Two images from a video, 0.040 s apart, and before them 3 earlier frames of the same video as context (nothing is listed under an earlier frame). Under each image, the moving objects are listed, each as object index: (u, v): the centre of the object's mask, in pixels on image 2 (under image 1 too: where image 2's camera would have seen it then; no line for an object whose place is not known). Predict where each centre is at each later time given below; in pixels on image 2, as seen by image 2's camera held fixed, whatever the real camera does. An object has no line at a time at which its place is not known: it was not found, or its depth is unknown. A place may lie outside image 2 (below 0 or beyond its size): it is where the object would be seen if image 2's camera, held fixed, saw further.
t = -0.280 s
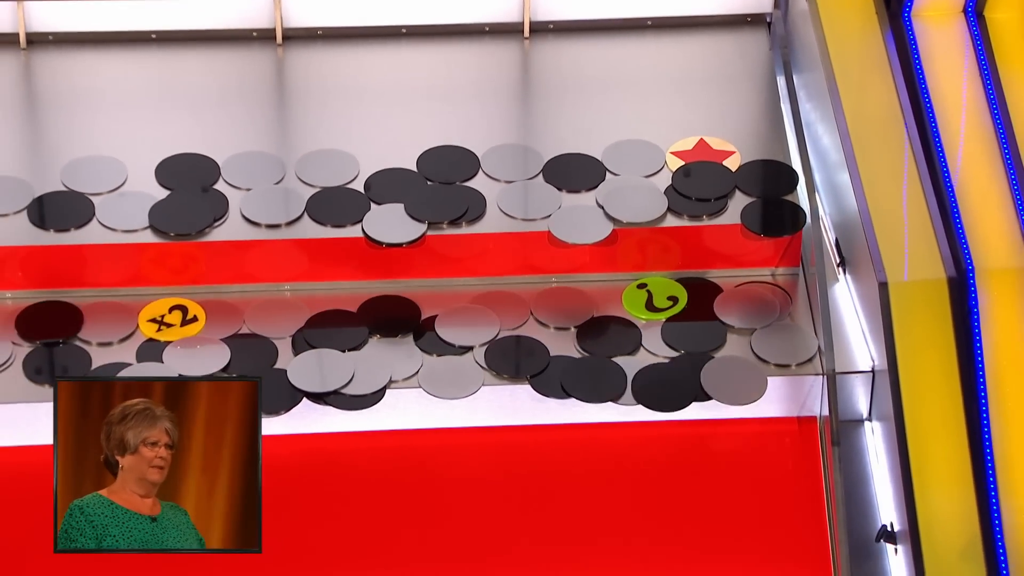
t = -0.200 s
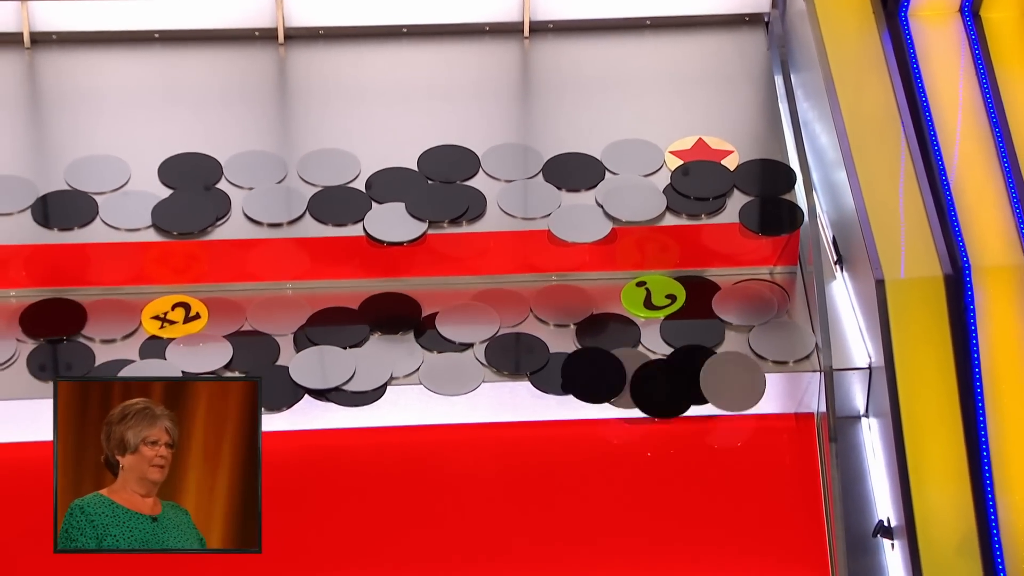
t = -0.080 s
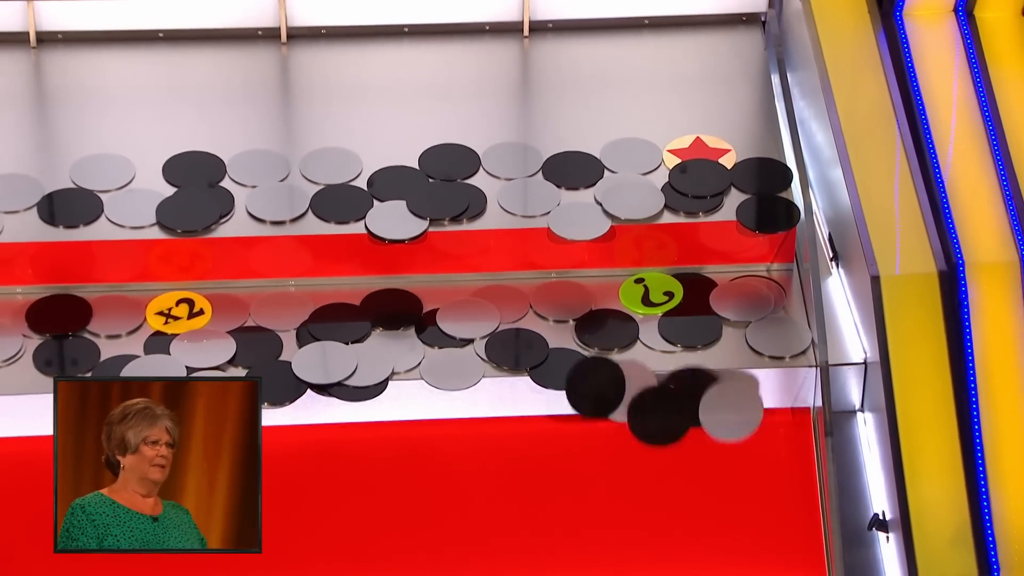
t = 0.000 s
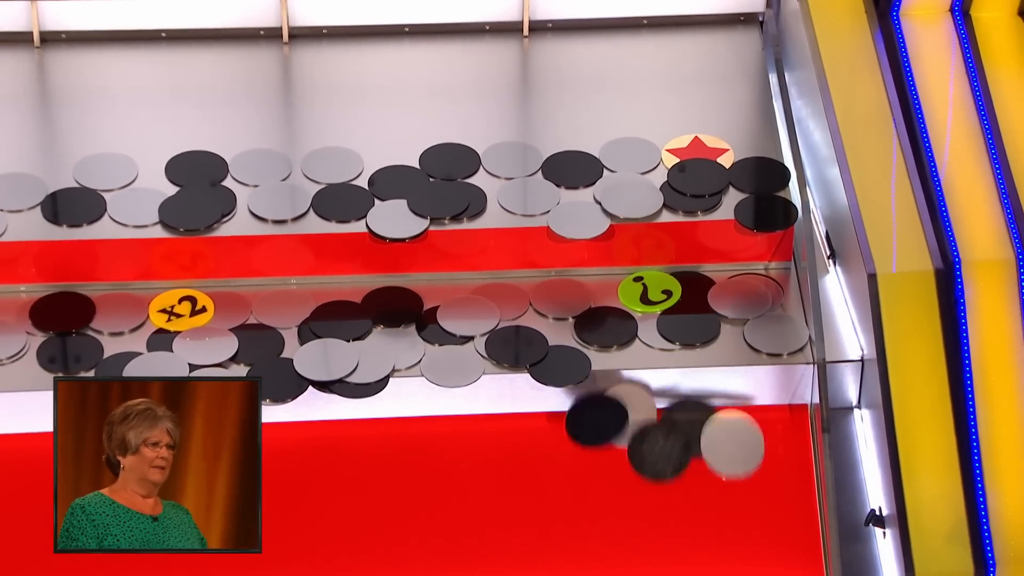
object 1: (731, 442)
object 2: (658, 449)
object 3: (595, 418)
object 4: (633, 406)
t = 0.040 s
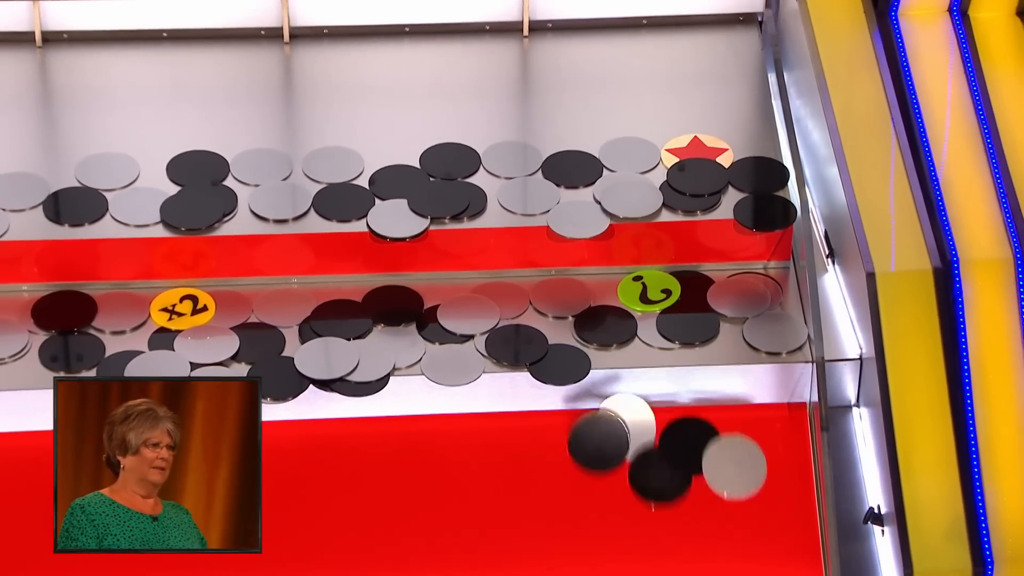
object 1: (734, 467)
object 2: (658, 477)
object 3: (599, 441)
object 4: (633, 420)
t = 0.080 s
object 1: (738, 489)
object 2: (663, 502)
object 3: (599, 465)
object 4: (631, 438)
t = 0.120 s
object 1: (742, 516)
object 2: (665, 530)
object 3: (602, 488)
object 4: (631, 450)
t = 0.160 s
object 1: (746, 545)
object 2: (667, 562)
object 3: (603, 514)
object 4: (630, 467)
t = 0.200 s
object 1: (750, 566)
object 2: (669, 569)
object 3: (604, 543)
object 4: (632, 488)
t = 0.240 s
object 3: (605, 565)
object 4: (635, 506)
